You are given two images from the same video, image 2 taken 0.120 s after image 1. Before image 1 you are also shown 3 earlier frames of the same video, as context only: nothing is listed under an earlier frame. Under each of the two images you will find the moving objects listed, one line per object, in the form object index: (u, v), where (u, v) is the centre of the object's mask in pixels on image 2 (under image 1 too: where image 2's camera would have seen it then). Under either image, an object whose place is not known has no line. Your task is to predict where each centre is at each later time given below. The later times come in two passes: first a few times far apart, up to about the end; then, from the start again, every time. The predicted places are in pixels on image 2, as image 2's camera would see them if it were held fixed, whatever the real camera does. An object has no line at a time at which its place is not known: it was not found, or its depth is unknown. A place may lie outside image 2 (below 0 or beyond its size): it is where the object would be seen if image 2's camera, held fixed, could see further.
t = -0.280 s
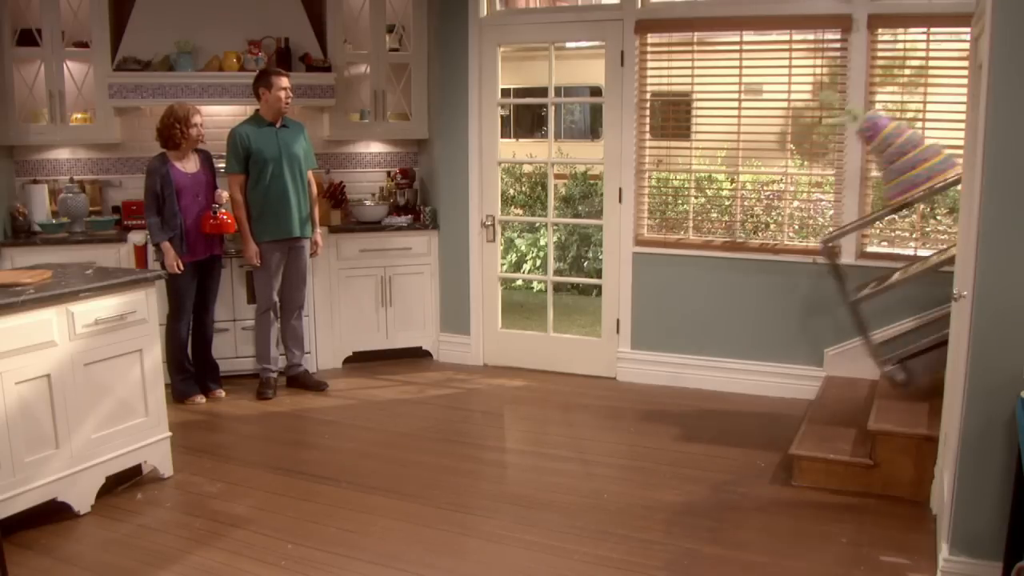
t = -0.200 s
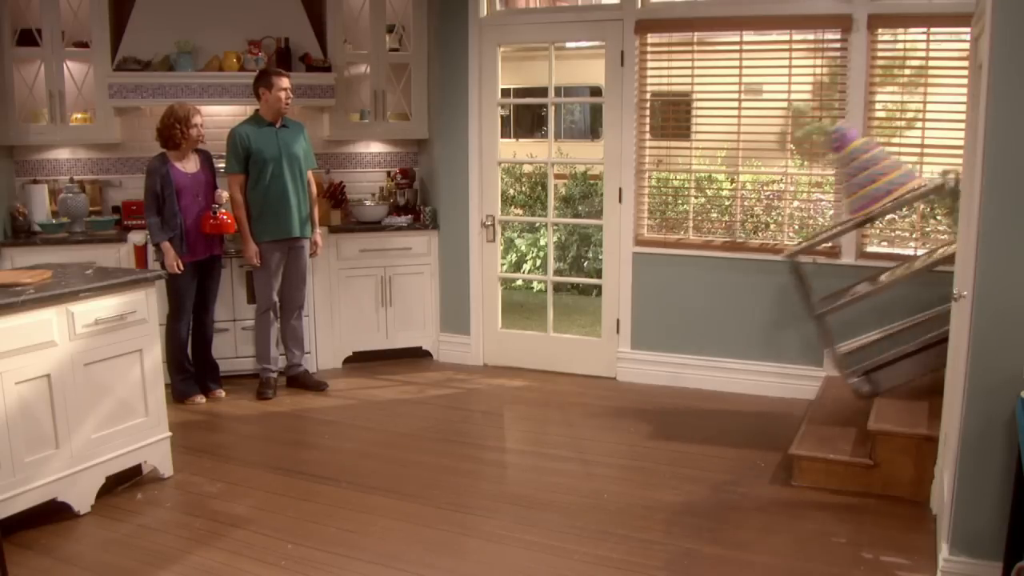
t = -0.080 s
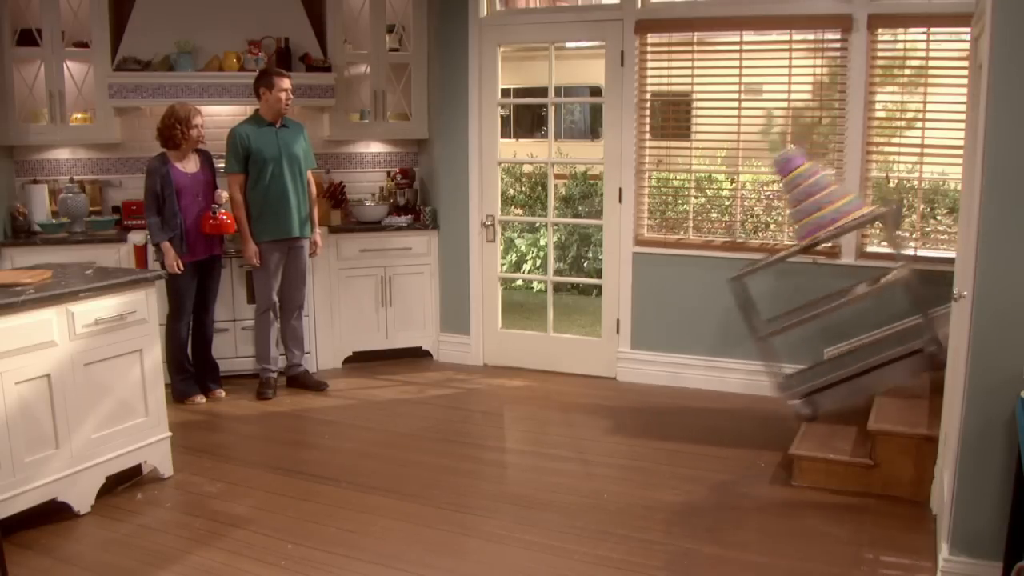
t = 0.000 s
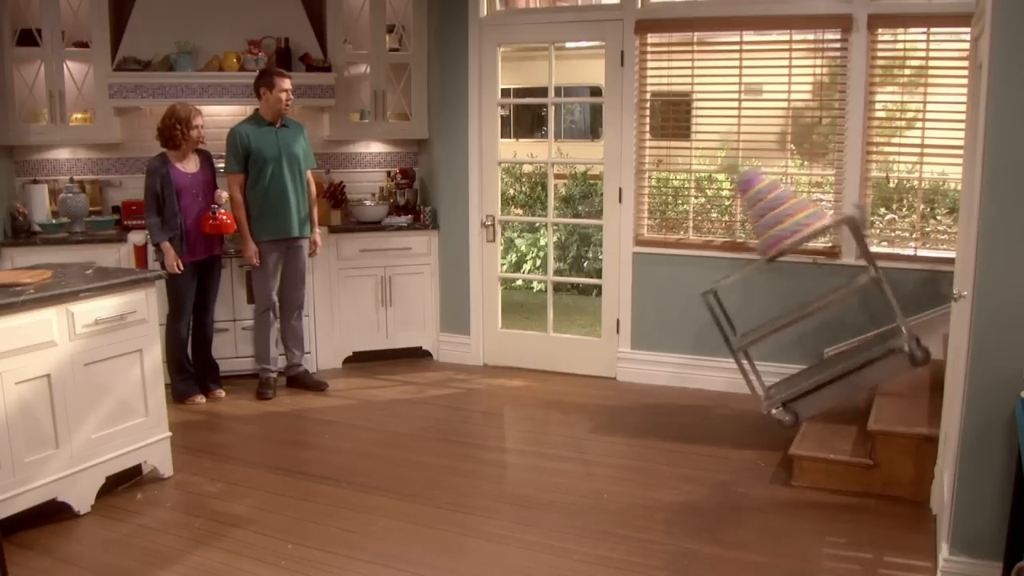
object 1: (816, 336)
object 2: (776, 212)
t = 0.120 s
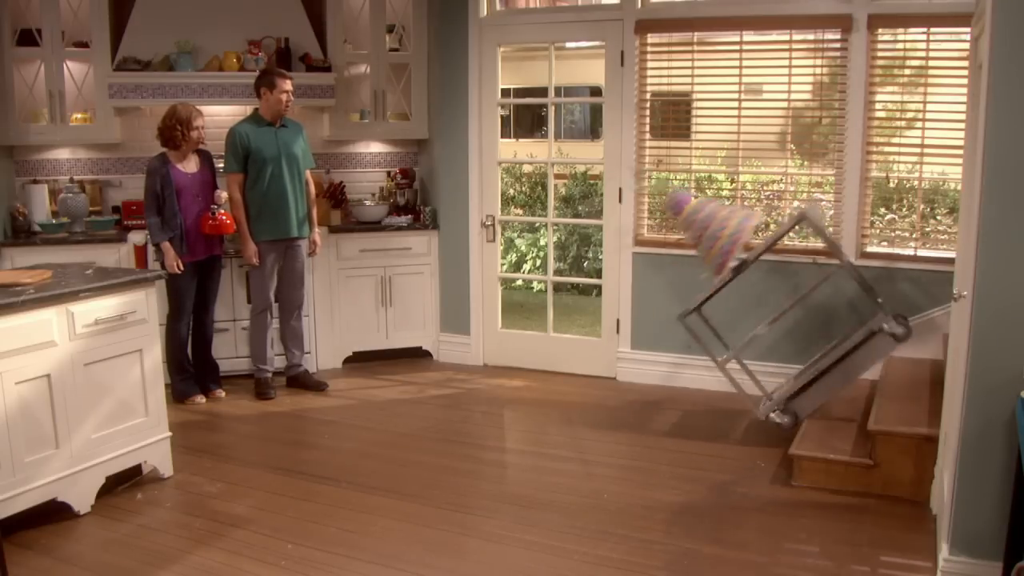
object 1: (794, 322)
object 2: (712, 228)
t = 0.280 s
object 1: (764, 330)
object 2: (632, 291)
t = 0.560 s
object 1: (710, 343)
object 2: (529, 394)
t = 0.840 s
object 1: (714, 346)
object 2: (528, 395)
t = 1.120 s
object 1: (733, 349)
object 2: (528, 395)
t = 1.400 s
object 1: (726, 350)
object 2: (528, 395)
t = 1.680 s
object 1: (726, 350)
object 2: (528, 395)
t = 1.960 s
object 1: (726, 350)
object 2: (528, 395)
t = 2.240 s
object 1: (726, 350)
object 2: (528, 395)
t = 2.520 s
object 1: (726, 350)
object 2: (529, 395)
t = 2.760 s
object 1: (726, 350)
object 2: (528, 395)
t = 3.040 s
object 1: (726, 350)
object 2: (528, 395)
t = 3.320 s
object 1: (726, 350)
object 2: (528, 395)
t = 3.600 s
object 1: (726, 350)
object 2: (529, 395)
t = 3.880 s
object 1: (726, 350)
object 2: (528, 395)
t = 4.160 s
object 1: (726, 350)
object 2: (528, 395)
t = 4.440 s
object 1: (726, 350)
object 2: (529, 395)
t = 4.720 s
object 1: (726, 350)
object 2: (529, 395)
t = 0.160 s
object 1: (786, 323)
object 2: (691, 239)
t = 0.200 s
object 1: (779, 325)
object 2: (671, 253)
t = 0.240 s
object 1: (772, 327)
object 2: (650, 270)
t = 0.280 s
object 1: (764, 330)
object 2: (632, 291)
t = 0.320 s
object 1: (756, 335)
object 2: (614, 313)
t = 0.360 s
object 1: (747, 340)
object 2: (594, 340)
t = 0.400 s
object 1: (737, 342)
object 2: (574, 371)
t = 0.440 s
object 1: (728, 347)
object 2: (549, 397)
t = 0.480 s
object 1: (719, 351)
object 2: (541, 399)
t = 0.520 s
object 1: (714, 347)
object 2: (533, 396)
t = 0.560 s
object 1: (710, 343)
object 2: (529, 394)
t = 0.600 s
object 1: (707, 341)
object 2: (527, 393)
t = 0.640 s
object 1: (705, 339)
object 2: (526, 394)
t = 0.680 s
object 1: (705, 339)
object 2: (527, 394)
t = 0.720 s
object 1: (705, 339)
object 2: (527, 395)
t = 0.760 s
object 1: (707, 341)
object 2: (527, 395)
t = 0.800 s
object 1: (710, 343)
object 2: (527, 395)
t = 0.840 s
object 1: (714, 346)
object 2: (528, 395)
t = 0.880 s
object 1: (719, 346)
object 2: (529, 395)
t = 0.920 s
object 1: (724, 347)
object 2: (529, 395)
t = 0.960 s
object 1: (727, 348)
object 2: (529, 395)
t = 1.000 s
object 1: (730, 349)
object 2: (528, 395)
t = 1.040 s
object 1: (732, 350)
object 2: (528, 395)
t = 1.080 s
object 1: (733, 349)
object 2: (528, 395)
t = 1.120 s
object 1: (733, 349)
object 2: (528, 395)
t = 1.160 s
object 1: (732, 348)
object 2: (529, 395)
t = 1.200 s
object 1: (731, 350)
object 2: (529, 395)
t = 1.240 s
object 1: (729, 350)
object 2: (529, 395)
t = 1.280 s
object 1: (728, 350)
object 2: (528, 395)
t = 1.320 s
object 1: (727, 350)
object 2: (528, 395)
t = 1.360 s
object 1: (726, 350)
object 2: (528, 395)
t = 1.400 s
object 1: (726, 350)
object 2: (528, 395)
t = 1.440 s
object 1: (726, 350)
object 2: (528, 395)
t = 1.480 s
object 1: (726, 350)
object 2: (528, 395)
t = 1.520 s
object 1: (726, 350)
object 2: (528, 395)
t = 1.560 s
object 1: (726, 350)
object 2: (528, 395)
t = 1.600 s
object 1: (726, 350)
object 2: (528, 395)
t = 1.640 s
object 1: (726, 350)
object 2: (528, 395)
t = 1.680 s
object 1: (726, 350)
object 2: (528, 395)
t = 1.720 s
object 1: (726, 350)
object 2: (529, 395)
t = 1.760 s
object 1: (726, 350)
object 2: (529, 395)
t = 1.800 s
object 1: (726, 350)
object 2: (529, 395)
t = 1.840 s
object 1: (726, 350)
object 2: (528, 395)
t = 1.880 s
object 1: (726, 350)
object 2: (528, 395)
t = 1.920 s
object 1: (726, 350)
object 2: (529, 395)
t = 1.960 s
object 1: (726, 350)
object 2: (528, 395)
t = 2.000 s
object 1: (726, 350)
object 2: (528, 395)
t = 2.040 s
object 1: (726, 350)
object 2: (529, 395)
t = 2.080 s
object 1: (726, 350)
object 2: (528, 395)
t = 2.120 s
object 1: (726, 350)
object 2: (529, 395)
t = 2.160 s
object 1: (726, 350)
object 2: (529, 395)
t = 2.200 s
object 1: (726, 350)
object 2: (528, 395)
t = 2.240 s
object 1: (726, 350)
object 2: (528, 395)
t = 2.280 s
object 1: (726, 350)
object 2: (529, 395)
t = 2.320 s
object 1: (726, 350)
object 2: (528, 395)
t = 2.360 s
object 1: (726, 350)
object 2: (529, 395)
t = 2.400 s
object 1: (726, 350)
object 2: (528, 395)
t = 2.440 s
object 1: (726, 350)
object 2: (528, 395)
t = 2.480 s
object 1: (726, 350)
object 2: (529, 395)
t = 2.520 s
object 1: (726, 350)
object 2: (529, 395)
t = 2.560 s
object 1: (726, 350)
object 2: (528, 395)
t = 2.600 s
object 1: (726, 350)
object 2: (529, 395)
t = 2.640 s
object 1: (726, 350)
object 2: (528, 395)
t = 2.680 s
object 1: (726, 350)
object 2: (528, 395)
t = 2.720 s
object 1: (726, 350)
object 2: (529, 395)
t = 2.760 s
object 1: (726, 350)
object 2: (528, 395)
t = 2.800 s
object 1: (726, 350)
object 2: (529, 395)
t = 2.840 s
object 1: (726, 350)
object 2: (529, 395)
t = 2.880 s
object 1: (726, 350)
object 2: (528, 395)
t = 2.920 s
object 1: (726, 350)
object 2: (528, 395)
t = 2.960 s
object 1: (726, 350)
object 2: (529, 395)
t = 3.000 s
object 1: (726, 350)
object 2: (528, 395)
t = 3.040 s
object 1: (726, 350)
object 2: (528, 395)
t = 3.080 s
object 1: (726, 350)
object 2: (529, 395)
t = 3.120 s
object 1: (726, 350)
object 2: (528, 395)
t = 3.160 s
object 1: (726, 350)
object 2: (529, 395)
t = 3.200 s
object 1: (726, 350)
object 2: (529, 395)
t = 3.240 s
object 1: (726, 350)
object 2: (528, 395)
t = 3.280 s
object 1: (726, 350)
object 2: (528, 395)
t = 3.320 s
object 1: (726, 350)
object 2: (528, 395)
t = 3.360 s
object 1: (726, 350)
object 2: (528, 395)
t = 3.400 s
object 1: (726, 350)
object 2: (528, 395)
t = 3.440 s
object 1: (726, 350)
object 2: (528, 395)
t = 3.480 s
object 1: (726, 350)
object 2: (528, 395)
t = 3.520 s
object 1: (726, 350)
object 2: (528, 395)
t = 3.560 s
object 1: (726, 350)
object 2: (528, 395)
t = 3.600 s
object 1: (726, 350)
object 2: (529, 395)
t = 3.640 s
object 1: (726, 350)
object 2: (528, 395)
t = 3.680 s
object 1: (726, 350)
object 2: (528, 395)
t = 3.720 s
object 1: (726, 350)
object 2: (529, 395)
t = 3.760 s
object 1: (726, 350)
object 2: (529, 395)
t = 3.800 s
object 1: (726, 350)
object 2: (529, 395)
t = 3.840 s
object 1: (726, 350)
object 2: (528, 395)
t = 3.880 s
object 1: (726, 350)
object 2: (528, 395)
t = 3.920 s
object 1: (726, 350)
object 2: (528, 395)
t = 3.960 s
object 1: (726, 350)
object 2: (528, 395)
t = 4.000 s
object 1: (726, 350)
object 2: (528, 395)
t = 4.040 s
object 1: (726, 350)
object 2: (528, 395)
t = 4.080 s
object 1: (726, 350)
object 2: (528, 395)
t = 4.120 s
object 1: (726, 350)
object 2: (529, 395)
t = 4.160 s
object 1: (726, 350)
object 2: (528, 395)
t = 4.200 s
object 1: (726, 350)
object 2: (529, 395)
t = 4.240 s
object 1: (726, 350)
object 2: (529, 395)
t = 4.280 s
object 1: (726, 350)
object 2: (529, 395)
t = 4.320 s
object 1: (726, 350)
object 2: (528, 395)
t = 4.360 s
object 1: (726, 350)
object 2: (528, 395)
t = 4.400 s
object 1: (726, 350)
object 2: (529, 395)
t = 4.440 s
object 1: (726, 350)
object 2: (529, 395)
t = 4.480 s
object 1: (726, 350)
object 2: (529, 395)
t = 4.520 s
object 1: (726, 350)
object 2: (529, 395)
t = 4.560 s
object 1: (726, 350)
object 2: (529, 395)
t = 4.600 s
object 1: (726, 350)
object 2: (529, 395)
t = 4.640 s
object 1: (726, 350)
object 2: (529, 395)
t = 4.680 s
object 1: (726, 350)
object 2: (529, 395)
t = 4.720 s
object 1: (726, 350)
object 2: (529, 395)
